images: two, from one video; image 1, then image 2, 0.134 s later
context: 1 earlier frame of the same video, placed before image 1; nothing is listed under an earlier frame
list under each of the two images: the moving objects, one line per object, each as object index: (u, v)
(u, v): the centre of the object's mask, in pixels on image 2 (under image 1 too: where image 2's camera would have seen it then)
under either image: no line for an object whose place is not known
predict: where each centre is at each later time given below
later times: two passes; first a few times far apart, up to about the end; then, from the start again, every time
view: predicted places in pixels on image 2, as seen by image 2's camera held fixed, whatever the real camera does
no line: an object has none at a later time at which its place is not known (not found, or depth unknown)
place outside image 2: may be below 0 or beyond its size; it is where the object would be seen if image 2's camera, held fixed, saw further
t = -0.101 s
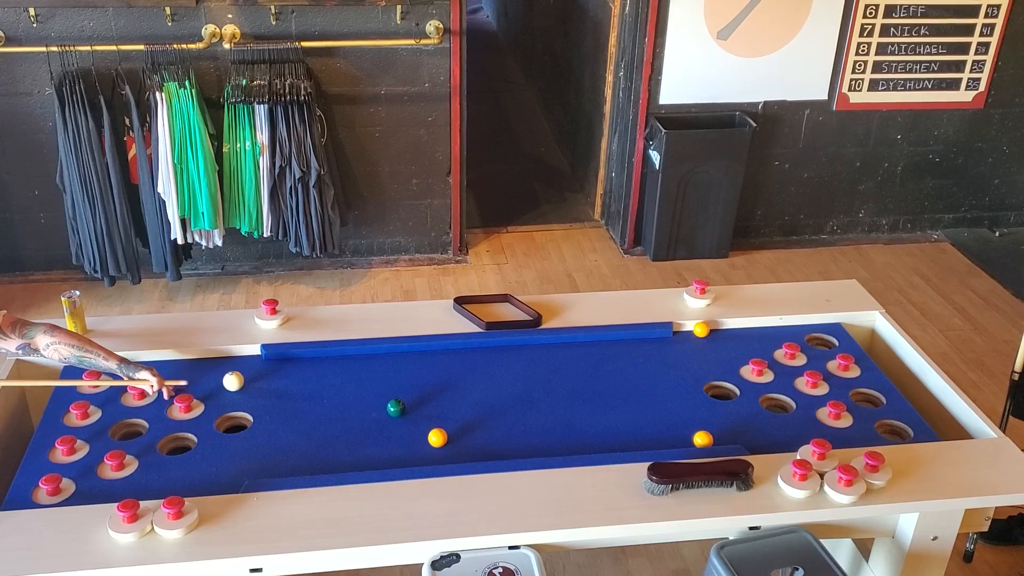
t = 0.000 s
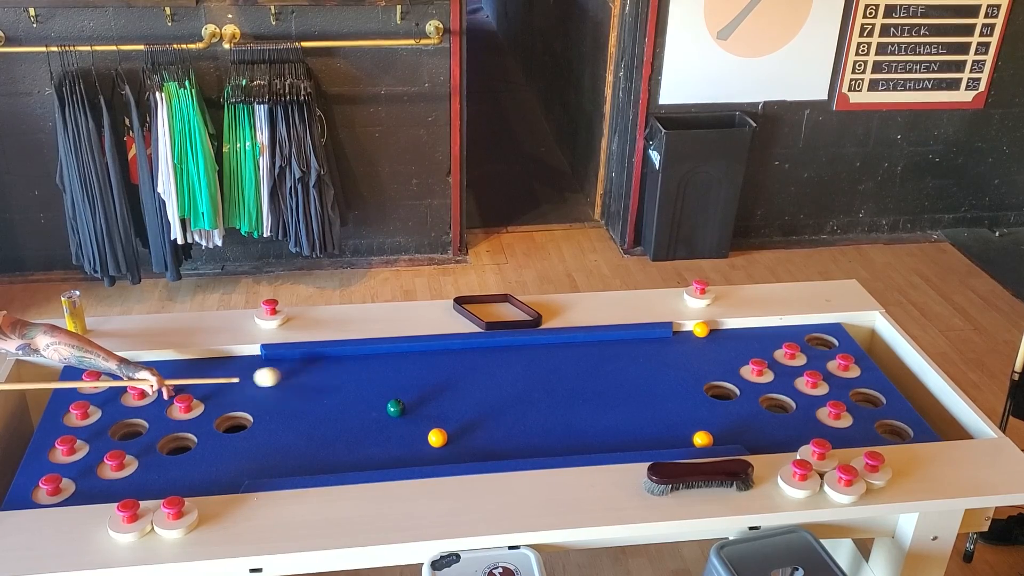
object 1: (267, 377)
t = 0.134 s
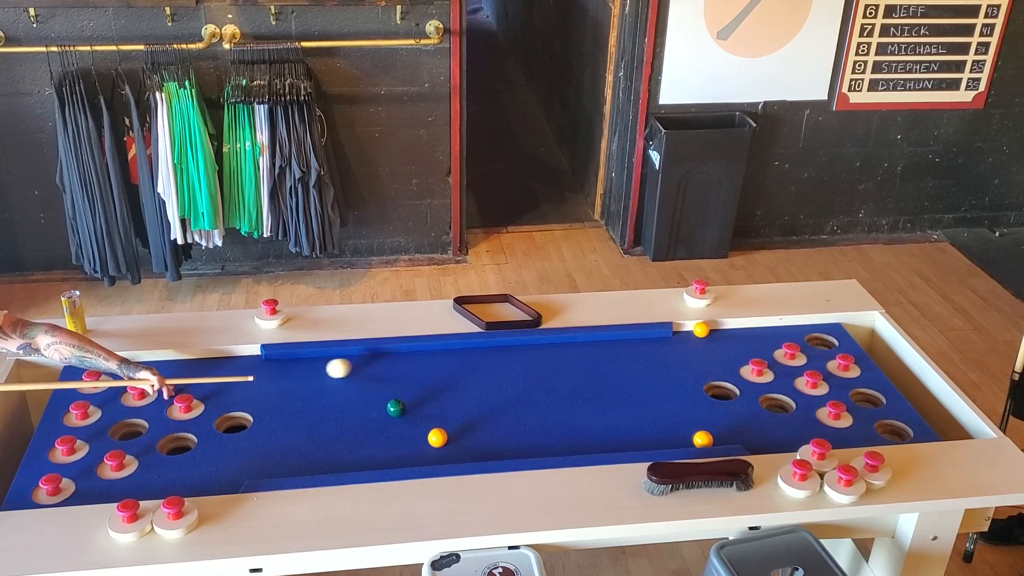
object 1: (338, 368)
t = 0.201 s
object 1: (368, 365)
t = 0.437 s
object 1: (464, 352)
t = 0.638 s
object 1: (540, 343)
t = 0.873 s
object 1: (625, 342)
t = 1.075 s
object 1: (695, 341)
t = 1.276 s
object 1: (763, 341)
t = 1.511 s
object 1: (803, 330)
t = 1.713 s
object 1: (829, 320)
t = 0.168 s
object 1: (354, 366)
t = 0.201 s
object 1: (368, 365)
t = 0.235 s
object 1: (382, 363)
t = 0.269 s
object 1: (396, 361)
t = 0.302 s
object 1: (410, 359)
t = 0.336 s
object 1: (424, 358)
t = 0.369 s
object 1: (437, 356)
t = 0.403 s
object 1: (451, 354)
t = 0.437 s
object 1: (464, 352)
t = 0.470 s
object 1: (477, 351)
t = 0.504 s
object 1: (490, 349)
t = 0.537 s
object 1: (503, 347)
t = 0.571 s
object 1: (515, 346)
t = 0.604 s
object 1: (528, 345)
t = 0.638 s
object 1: (540, 343)
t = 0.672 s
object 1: (553, 343)
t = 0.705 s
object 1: (565, 343)
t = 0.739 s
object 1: (577, 342)
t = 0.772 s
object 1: (589, 342)
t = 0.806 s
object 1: (601, 342)
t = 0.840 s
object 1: (613, 342)
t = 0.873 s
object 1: (625, 342)
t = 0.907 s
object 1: (636, 342)
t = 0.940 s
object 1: (648, 342)
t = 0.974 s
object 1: (660, 342)
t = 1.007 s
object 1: (672, 341)
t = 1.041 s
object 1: (683, 341)
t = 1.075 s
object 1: (695, 341)
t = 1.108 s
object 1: (707, 341)
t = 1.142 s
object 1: (718, 341)
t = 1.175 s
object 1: (730, 341)
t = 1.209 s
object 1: (741, 341)
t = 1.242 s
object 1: (752, 341)
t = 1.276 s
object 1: (763, 341)
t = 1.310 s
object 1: (774, 340)
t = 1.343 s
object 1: (781, 339)
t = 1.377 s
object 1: (785, 337)
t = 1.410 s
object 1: (790, 335)
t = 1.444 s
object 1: (794, 334)
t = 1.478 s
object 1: (799, 332)
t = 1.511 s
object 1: (803, 330)
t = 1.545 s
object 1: (807, 328)
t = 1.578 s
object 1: (812, 327)
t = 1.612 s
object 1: (816, 325)
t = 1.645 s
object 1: (820, 323)
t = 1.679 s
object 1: (824, 322)
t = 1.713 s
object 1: (829, 320)
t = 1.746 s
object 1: (834, 321)
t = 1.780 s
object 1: (839, 321)
